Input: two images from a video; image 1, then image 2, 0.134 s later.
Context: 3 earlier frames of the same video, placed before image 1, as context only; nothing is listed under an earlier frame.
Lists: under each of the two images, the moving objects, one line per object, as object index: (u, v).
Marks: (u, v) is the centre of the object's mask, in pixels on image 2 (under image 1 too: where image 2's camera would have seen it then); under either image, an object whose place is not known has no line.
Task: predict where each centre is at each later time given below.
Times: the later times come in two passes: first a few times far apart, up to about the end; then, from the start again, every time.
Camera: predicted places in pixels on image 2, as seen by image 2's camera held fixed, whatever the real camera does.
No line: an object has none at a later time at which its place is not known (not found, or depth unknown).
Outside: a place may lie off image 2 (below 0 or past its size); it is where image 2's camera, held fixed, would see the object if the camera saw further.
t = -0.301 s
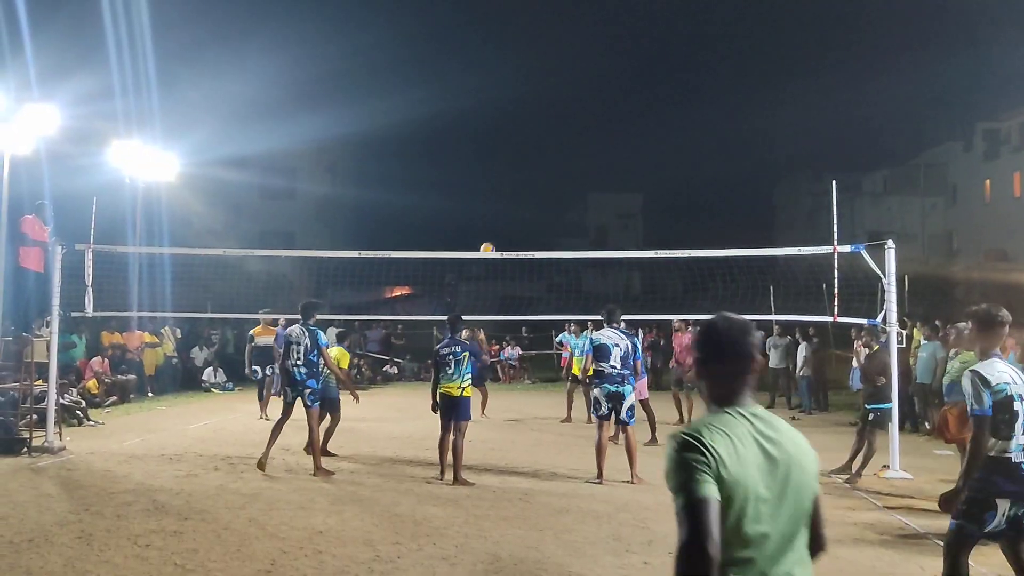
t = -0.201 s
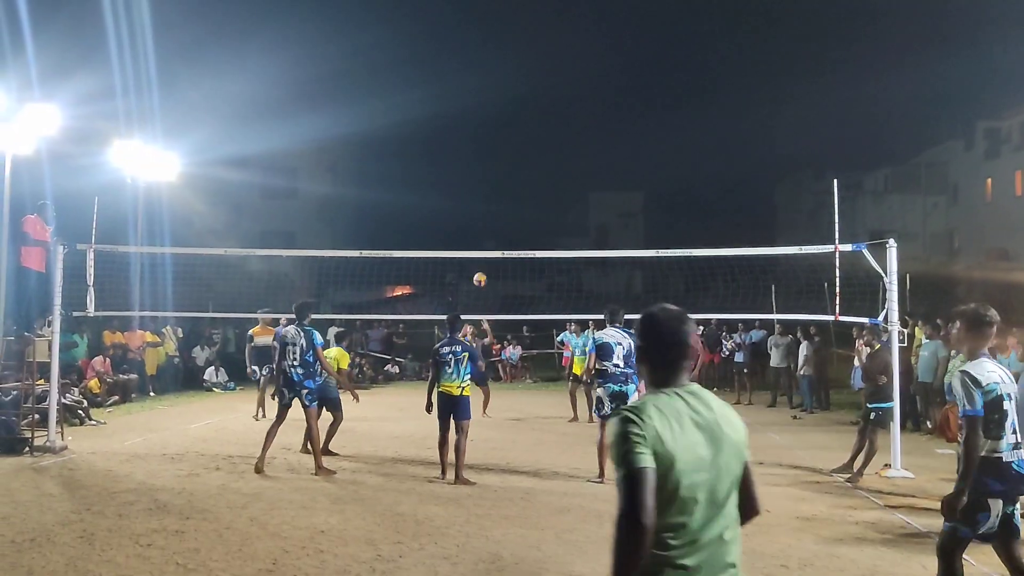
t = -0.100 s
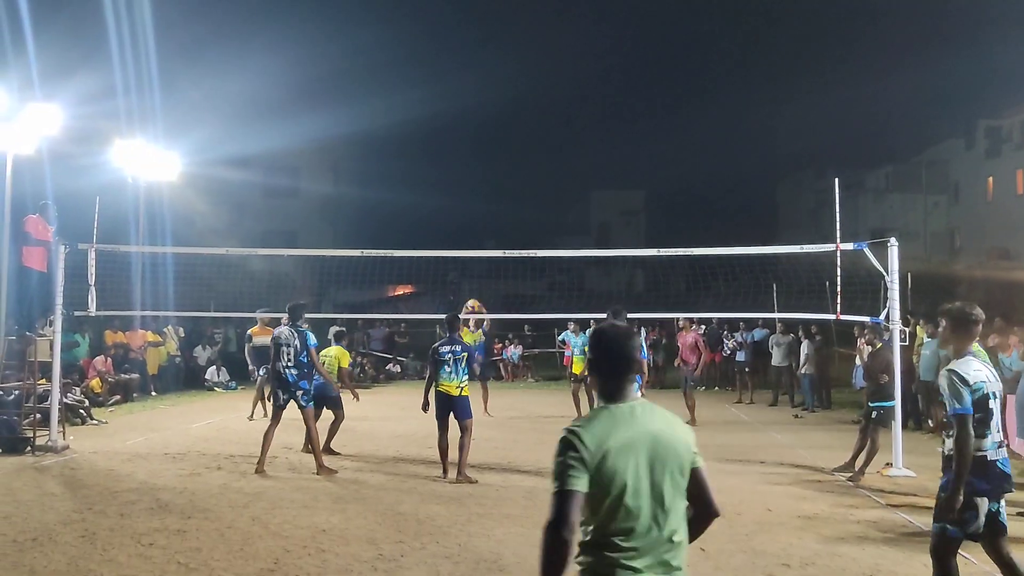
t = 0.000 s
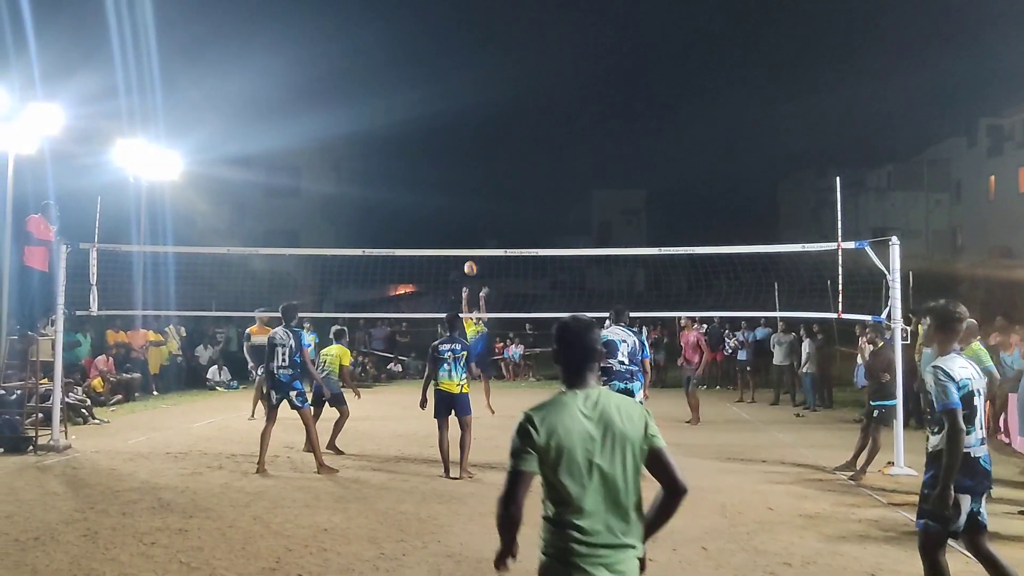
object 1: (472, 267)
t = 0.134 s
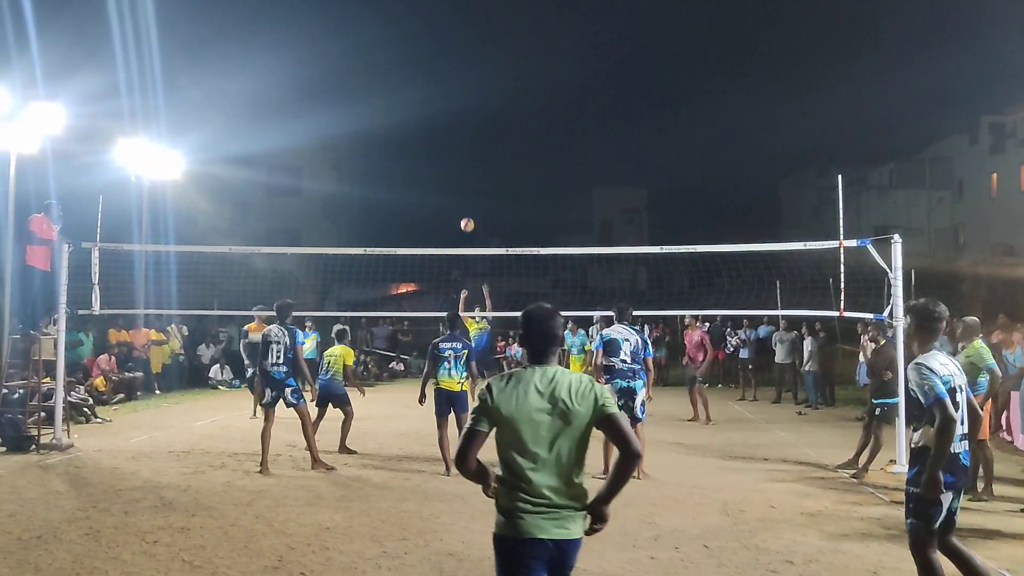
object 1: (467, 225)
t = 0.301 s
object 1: (462, 185)
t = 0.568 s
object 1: (451, 154)
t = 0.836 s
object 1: (439, 168)
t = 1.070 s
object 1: (428, 223)
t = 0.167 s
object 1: (466, 216)
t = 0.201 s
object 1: (465, 207)
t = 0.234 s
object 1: (464, 199)
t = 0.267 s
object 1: (463, 192)
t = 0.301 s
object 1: (462, 185)
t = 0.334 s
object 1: (460, 179)
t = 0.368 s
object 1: (459, 173)
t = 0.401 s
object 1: (457, 168)
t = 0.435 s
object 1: (456, 164)
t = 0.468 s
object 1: (455, 161)
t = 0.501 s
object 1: (454, 158)
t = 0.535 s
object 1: (452, 156)
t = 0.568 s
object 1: (451, 154)
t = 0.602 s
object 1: (449, 153)
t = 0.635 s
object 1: (448, 153)
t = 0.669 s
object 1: (447, 154)
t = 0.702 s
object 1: (445, 155)
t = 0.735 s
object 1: (444, 157)
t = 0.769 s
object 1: (442, 160)
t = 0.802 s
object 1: (441, 164)
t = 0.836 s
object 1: (439, 168)
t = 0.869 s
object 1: (438, 173)
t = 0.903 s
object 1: (436, 179)
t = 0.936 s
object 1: (435, 186)
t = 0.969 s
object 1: (433, 194)
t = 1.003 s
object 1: (432, 203)
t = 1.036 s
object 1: (430, 212)
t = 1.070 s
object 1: (428, 223)
